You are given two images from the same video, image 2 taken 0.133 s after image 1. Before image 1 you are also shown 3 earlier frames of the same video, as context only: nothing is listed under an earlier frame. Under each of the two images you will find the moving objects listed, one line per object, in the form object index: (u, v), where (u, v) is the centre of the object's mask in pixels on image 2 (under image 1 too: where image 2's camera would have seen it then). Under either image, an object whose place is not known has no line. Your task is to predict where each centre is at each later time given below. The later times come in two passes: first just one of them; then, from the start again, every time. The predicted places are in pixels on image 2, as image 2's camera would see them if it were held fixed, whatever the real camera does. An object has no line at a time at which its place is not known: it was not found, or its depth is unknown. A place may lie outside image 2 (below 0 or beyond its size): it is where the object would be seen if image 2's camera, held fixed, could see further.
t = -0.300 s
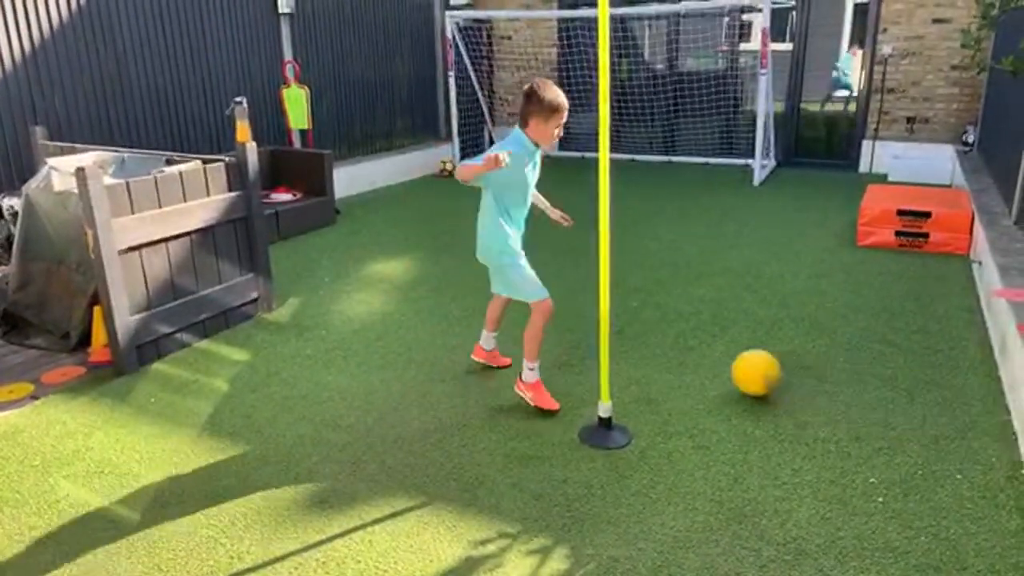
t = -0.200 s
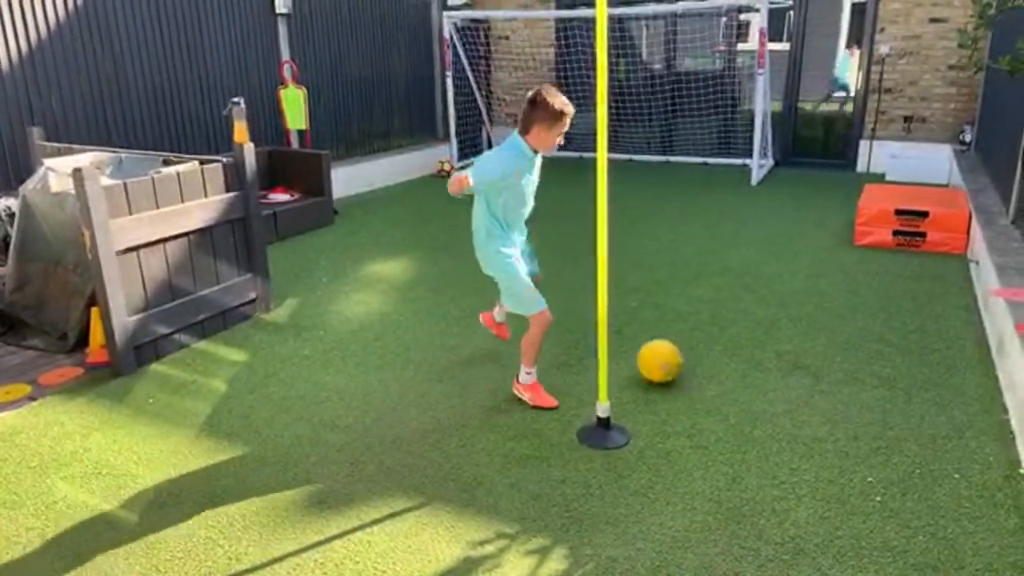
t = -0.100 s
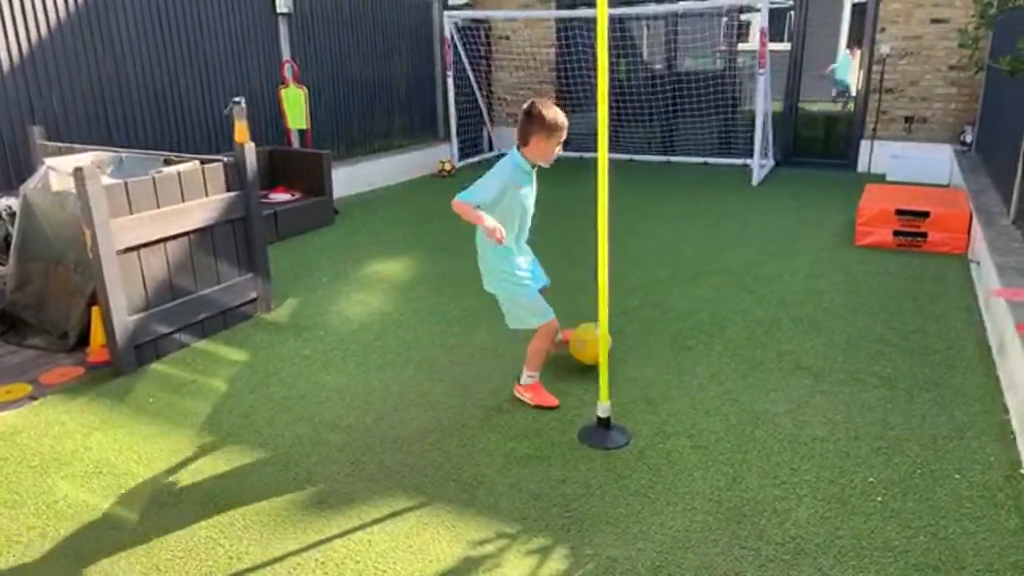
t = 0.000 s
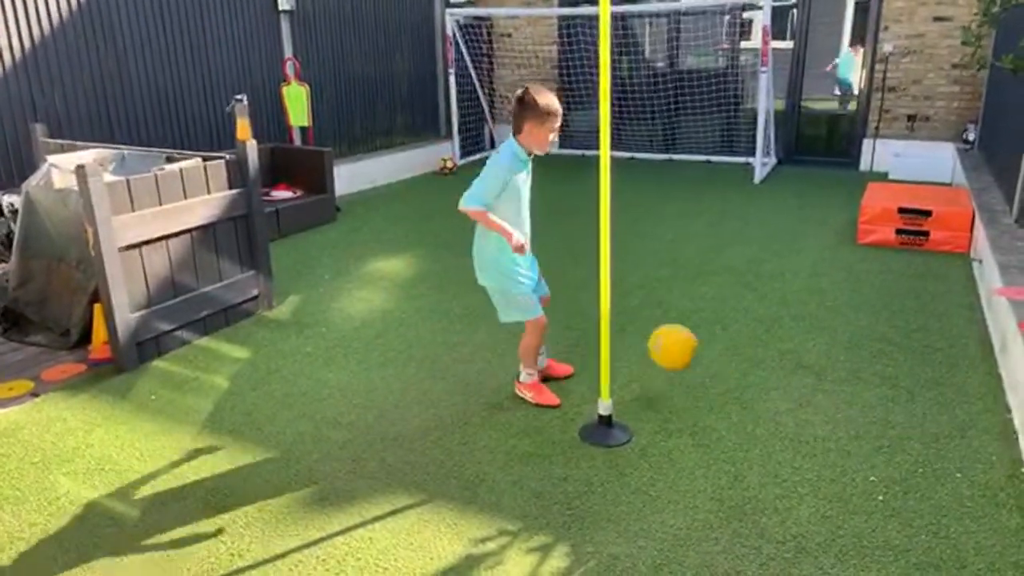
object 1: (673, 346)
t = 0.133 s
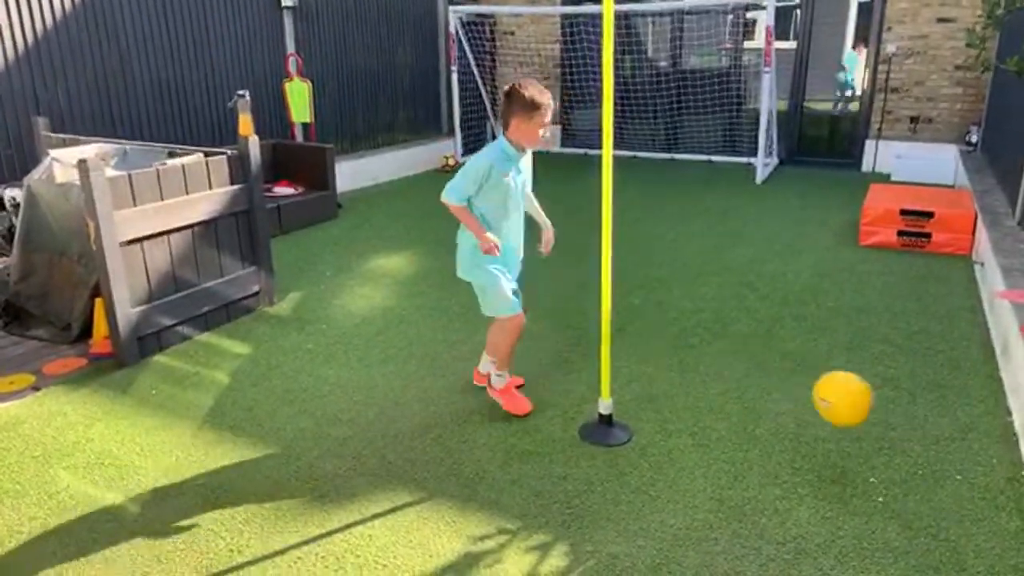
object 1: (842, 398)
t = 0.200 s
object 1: (952, 451)
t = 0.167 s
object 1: (895, 422)
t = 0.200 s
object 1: (952, 451)
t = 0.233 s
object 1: (1000, 484)
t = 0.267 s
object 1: (974, 497)
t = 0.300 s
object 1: (937, 486)
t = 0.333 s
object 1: (904, 474)
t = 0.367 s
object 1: (871, 464)
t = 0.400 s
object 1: (838, 457)
